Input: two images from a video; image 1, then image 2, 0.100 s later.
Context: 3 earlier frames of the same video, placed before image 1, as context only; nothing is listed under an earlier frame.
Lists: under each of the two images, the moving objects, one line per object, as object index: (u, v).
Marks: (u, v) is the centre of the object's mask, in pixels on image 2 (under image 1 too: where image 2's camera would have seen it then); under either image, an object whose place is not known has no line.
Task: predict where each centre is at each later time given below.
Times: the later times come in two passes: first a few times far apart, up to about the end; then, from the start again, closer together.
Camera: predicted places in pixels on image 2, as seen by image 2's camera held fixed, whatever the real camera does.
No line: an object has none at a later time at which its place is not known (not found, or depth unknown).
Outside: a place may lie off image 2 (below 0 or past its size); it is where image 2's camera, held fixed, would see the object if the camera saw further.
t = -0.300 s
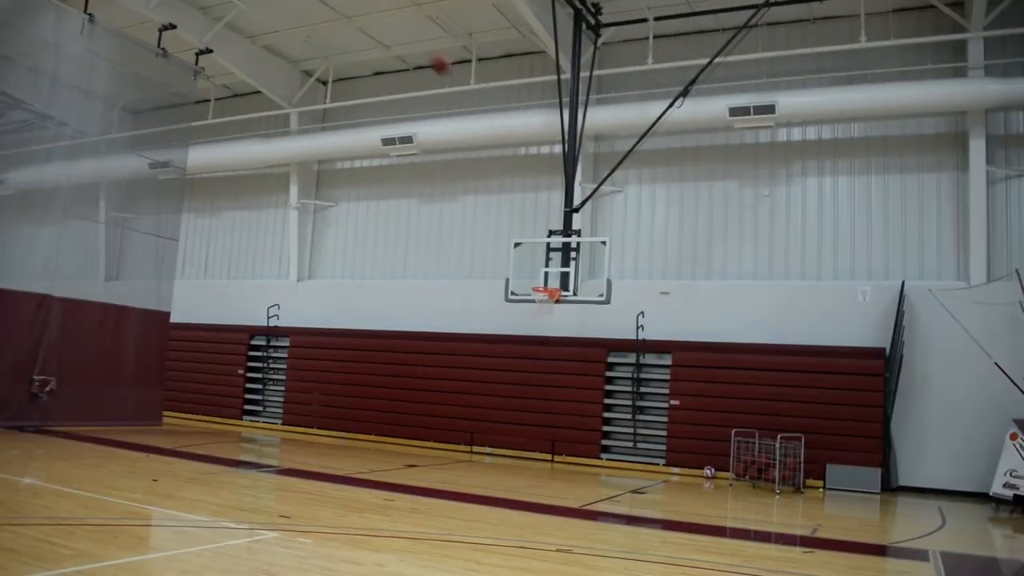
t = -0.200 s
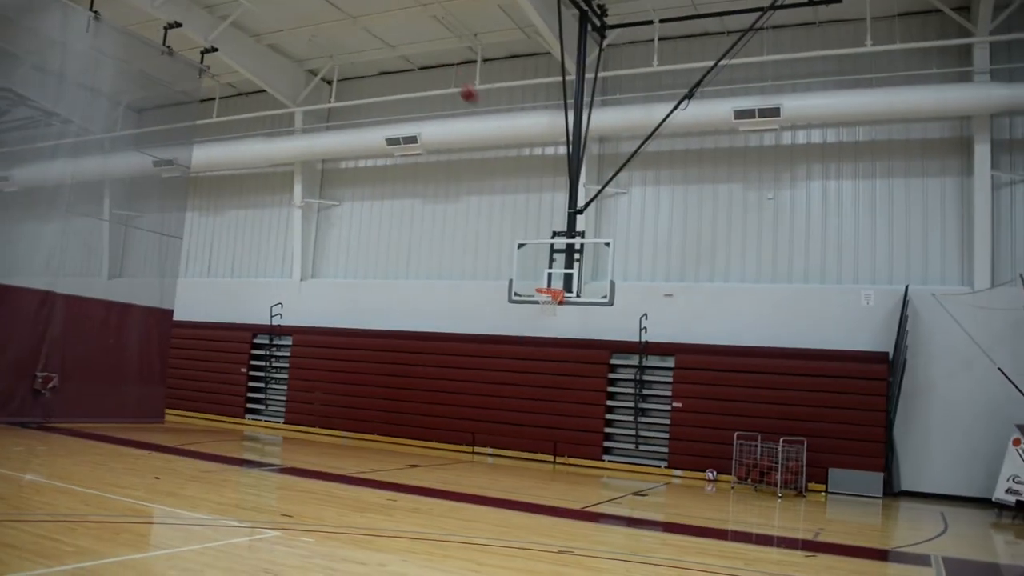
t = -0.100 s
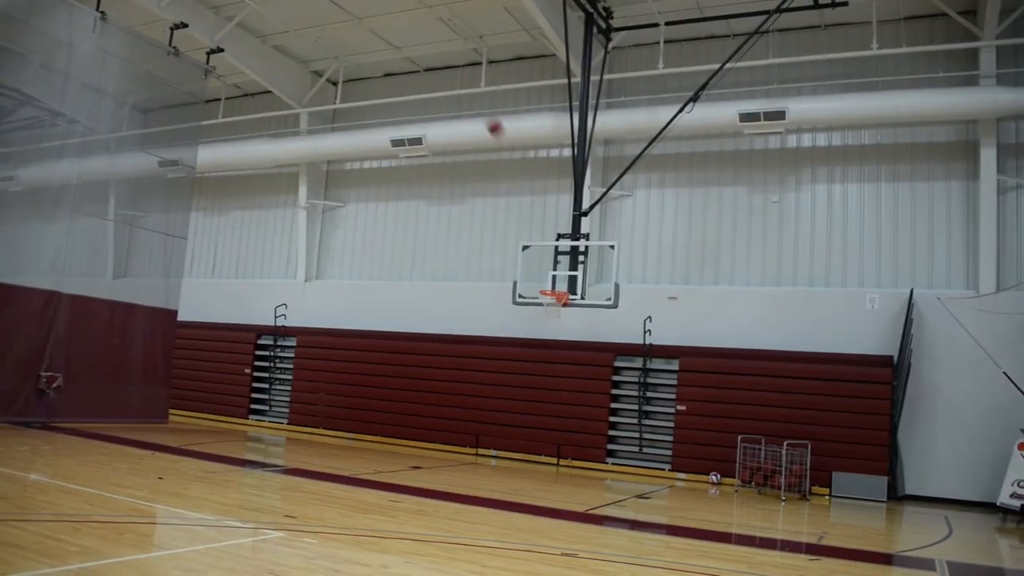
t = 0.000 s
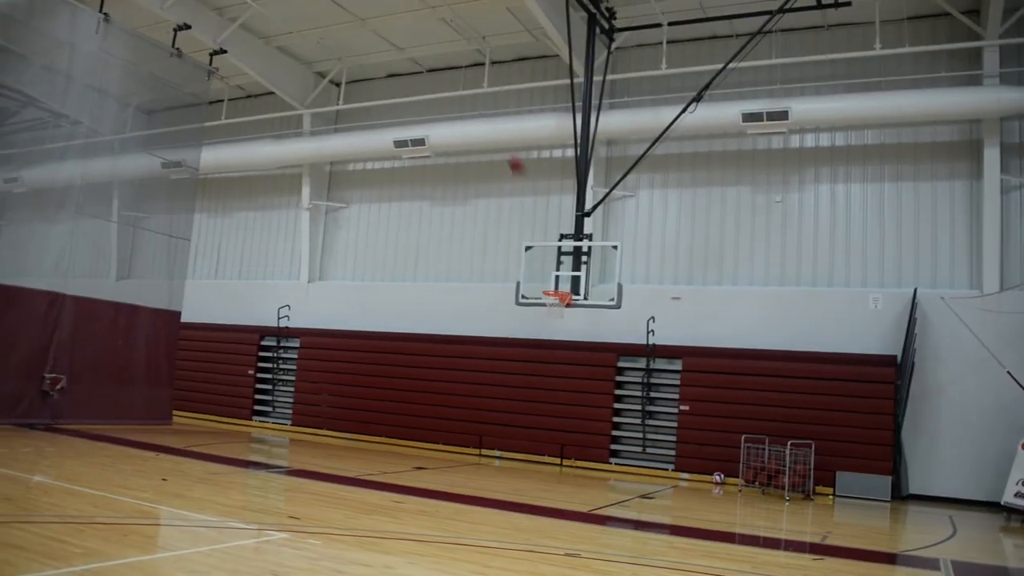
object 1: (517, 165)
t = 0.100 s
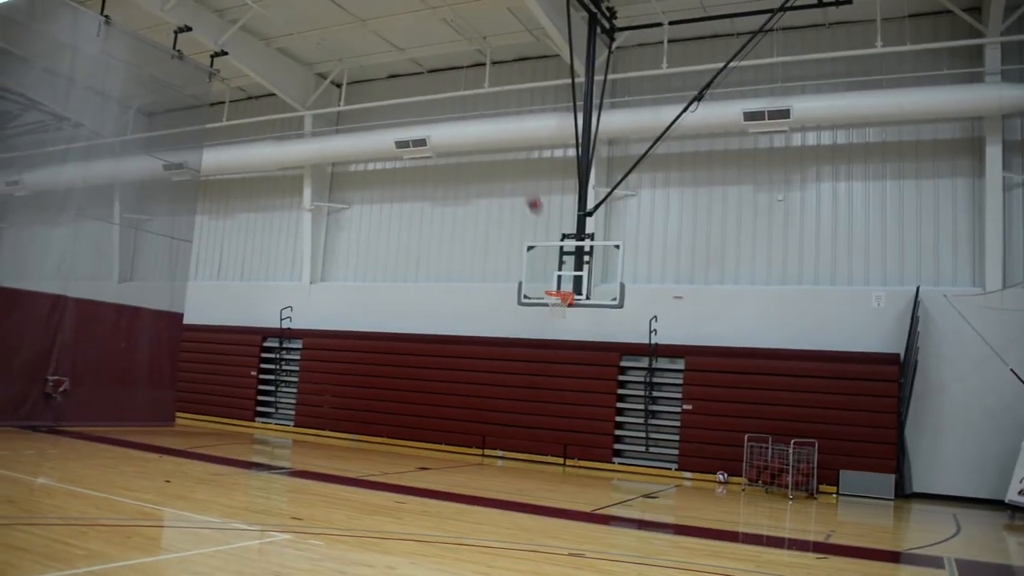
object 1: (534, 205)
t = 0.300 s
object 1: (564, 290)
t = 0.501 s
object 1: (532, 339)
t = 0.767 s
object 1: (486, 431)
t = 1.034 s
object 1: (454, 411)
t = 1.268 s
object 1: (431, 364)
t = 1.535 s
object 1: (400, 352)
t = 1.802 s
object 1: (366, 388)
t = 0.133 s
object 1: (539, 217)
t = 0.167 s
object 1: (544, 231)
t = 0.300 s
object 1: (564, 290)
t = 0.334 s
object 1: (557, 303)
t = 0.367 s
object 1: (554, 310)
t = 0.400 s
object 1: (548, 315)
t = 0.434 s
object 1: (543, 322)
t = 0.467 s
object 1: (538, 330)
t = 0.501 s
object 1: (532, 339)
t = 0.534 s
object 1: (527, 344)
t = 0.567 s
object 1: (520, 355)
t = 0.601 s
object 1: (515, 367)
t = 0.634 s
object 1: (509, 377)
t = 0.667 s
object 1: (502, 390)
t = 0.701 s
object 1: (497, 402)
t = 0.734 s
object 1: (491, 415)
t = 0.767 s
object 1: (486, 431)
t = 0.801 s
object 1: (480, 446)
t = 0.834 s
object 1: (474, 465)
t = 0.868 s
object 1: (470, 465)
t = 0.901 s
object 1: (467, 454)
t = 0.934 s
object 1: (463, 442)
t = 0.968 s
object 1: (460, 431)
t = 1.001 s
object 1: (457, 420)
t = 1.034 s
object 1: (454, 411)
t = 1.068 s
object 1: (451, 403)
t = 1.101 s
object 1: (447, 396)
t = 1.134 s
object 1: (445, 388)
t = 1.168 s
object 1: (441, 380)
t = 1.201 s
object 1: (438, 374)
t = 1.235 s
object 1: (434, 367)
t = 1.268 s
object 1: (431, 364)
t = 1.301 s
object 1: (427, 361)
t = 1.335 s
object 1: (423, 356)
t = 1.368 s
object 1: (419, 353)
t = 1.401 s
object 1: (416, 352)
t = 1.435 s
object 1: (412, 351)
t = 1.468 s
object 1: (408, 351)
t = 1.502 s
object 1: (404, 351)
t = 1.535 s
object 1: (400, 352)
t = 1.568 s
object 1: (395, 353)
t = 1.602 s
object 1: (391, 357)
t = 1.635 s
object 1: (387, 360)
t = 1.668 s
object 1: (383, 362)
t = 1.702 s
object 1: (378, 369)
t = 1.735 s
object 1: (374, 373)
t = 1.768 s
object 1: (370, 381)
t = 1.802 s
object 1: (366, 388)
